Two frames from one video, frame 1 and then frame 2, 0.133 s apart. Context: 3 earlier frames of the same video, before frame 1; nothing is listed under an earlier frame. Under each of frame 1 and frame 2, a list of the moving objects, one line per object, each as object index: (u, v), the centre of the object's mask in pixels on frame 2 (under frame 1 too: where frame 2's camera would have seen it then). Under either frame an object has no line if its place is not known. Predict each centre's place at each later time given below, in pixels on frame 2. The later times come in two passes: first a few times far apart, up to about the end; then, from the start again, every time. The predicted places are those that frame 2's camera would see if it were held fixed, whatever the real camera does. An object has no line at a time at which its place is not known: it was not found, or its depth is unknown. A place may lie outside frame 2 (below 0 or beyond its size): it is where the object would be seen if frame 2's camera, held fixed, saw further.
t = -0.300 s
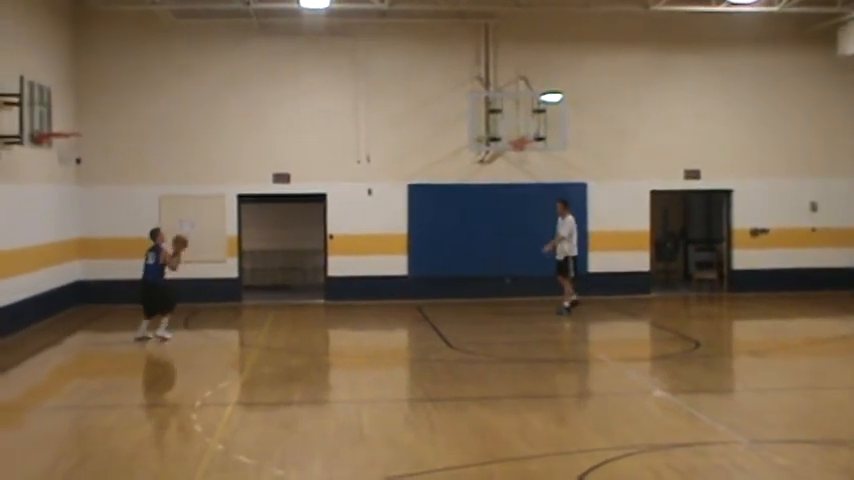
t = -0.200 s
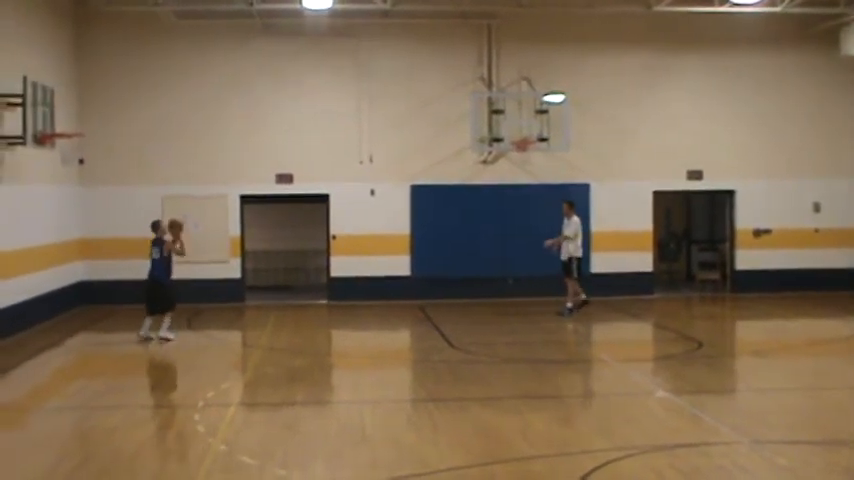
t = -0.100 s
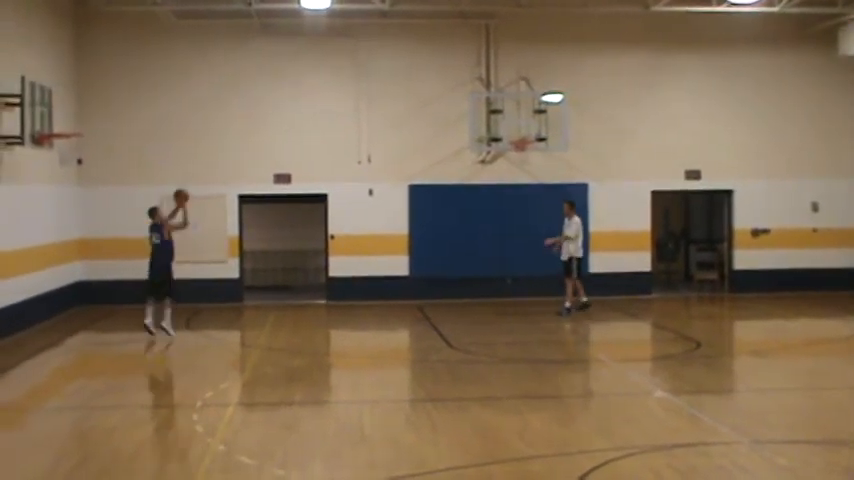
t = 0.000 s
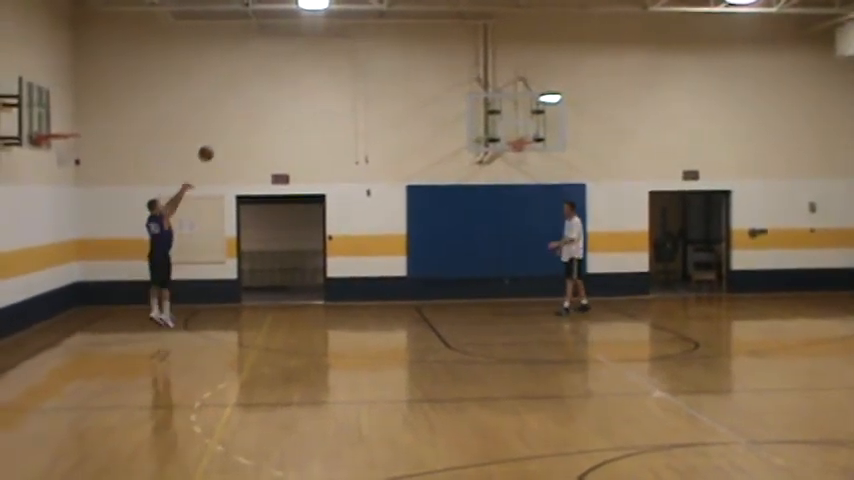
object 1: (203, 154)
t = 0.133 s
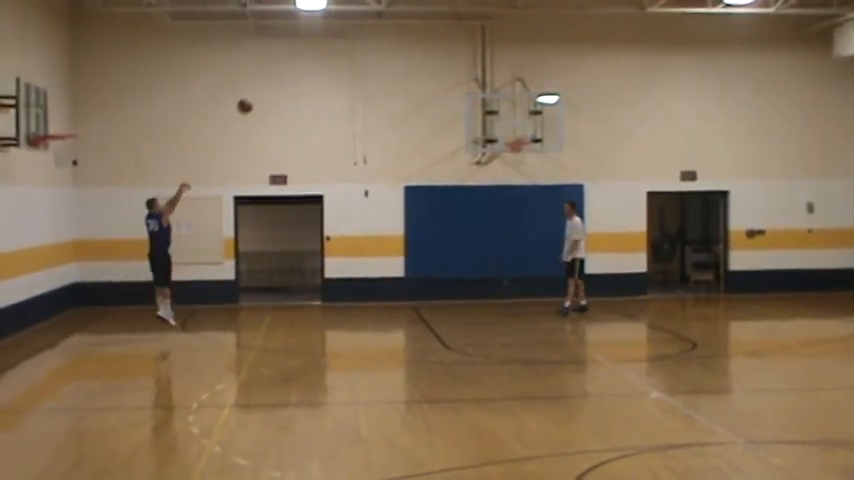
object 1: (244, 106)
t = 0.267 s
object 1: (283, 70)
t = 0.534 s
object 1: (354, 35)
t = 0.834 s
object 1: (428, 48)
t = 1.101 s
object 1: (489, 99)
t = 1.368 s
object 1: (524, 129)
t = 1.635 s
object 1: (538, 135)
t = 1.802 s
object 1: (551, 160)
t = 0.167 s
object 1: (254, 96)
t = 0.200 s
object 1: (264, 87)
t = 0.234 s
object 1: (273, 79)
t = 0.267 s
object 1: (283, 70)
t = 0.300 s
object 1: (293, 63)
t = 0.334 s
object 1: (302, 57)
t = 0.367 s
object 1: (311, 51)
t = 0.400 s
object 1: (320, 47)
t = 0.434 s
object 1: (328, 42)
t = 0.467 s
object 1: (337, 39)
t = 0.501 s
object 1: (346, 37)
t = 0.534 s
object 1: (354, 35)
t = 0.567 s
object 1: (363, 34)
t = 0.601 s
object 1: (371, 34)
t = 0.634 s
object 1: (379, 34)
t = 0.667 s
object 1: (388, 36)
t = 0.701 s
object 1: (396, 37)
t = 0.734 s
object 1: (405, 38)
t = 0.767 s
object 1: (412, 41)
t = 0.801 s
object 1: (420, 43)
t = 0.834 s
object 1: (428, 48)
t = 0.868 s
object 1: (436, 52)
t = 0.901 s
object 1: (445, 58)
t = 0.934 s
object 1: (452, 63)
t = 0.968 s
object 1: (459, 69)
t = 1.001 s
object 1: (467, 76)
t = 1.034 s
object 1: (474, 83)
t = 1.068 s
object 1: (480, 90)
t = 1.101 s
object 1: (489, 99)
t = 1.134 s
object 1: (495, 107)
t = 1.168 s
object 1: (503, 117)
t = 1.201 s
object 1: (509, 126)
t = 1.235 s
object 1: (516, 136)
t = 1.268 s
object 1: (519, 136)
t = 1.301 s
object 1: (520, 134)
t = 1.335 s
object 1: (522, 131)
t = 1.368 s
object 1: (524, 129)
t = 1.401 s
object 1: (526, 127)
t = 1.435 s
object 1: (527, 126)
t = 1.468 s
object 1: (529, 126)
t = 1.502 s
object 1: (531, 126)
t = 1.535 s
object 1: (533, 127)
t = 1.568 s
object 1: (535, 129)
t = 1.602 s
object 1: (537, 133)
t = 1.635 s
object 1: (538, 135)
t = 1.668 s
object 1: (540, 137)
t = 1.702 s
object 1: (544, 142)
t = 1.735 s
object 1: (546, 147)
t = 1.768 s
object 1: (548, 153)
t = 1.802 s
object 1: (551, 160)
